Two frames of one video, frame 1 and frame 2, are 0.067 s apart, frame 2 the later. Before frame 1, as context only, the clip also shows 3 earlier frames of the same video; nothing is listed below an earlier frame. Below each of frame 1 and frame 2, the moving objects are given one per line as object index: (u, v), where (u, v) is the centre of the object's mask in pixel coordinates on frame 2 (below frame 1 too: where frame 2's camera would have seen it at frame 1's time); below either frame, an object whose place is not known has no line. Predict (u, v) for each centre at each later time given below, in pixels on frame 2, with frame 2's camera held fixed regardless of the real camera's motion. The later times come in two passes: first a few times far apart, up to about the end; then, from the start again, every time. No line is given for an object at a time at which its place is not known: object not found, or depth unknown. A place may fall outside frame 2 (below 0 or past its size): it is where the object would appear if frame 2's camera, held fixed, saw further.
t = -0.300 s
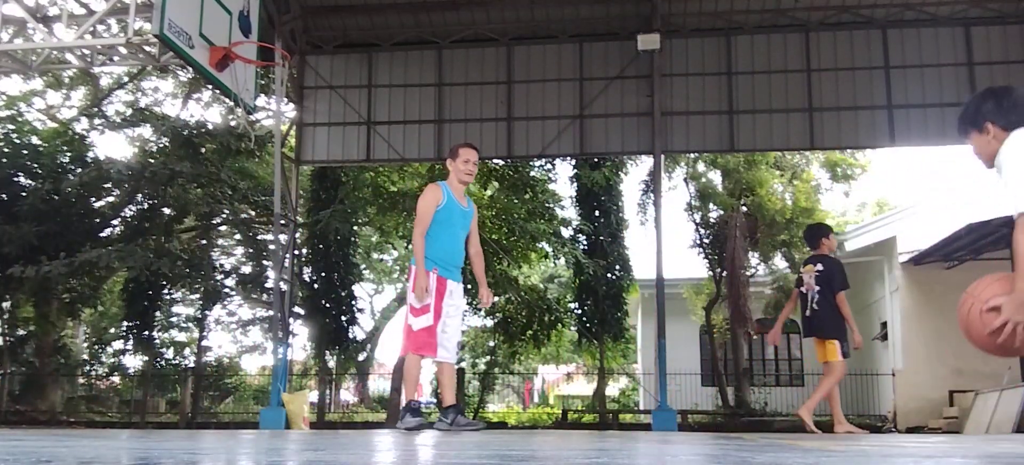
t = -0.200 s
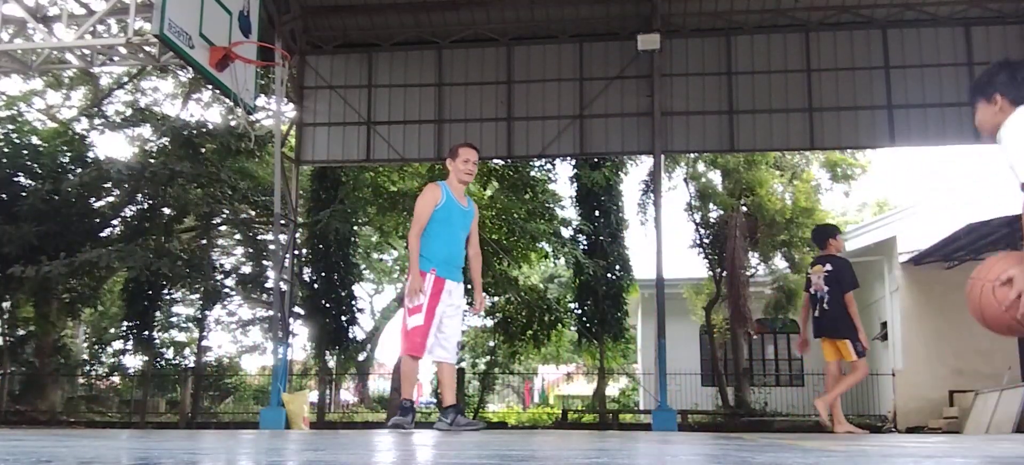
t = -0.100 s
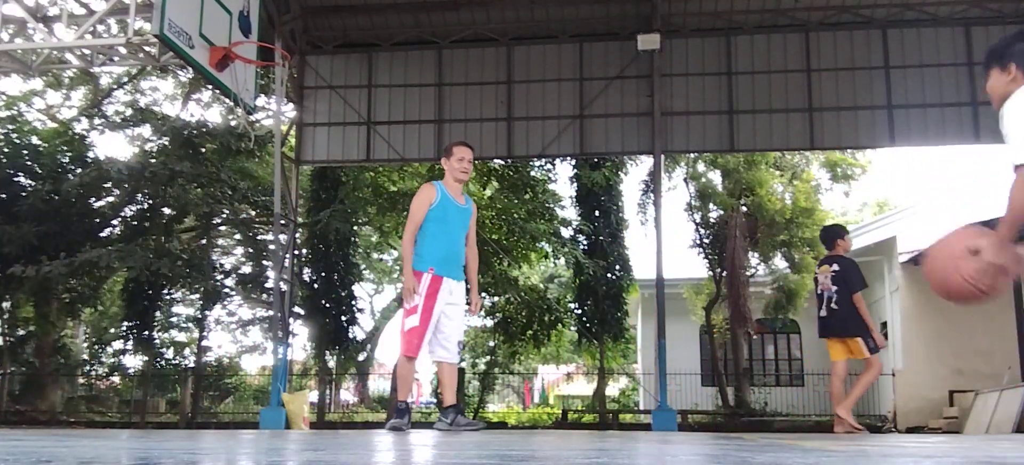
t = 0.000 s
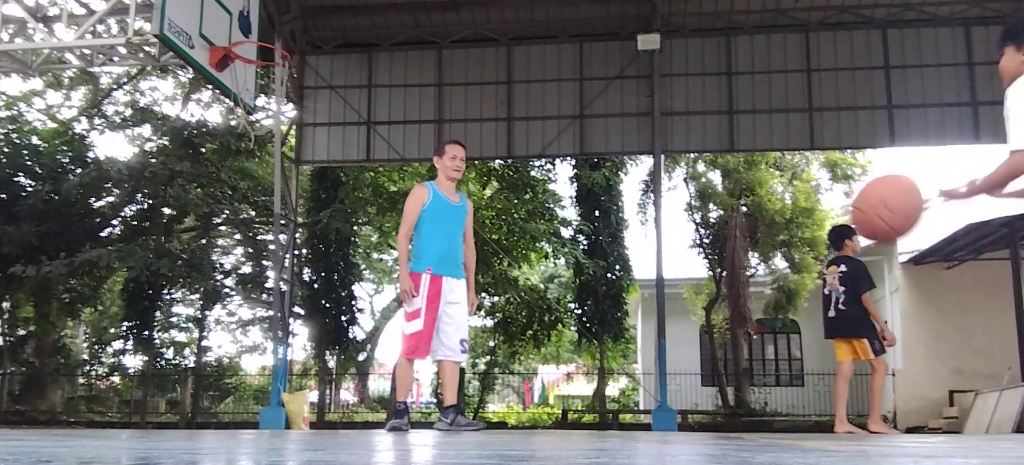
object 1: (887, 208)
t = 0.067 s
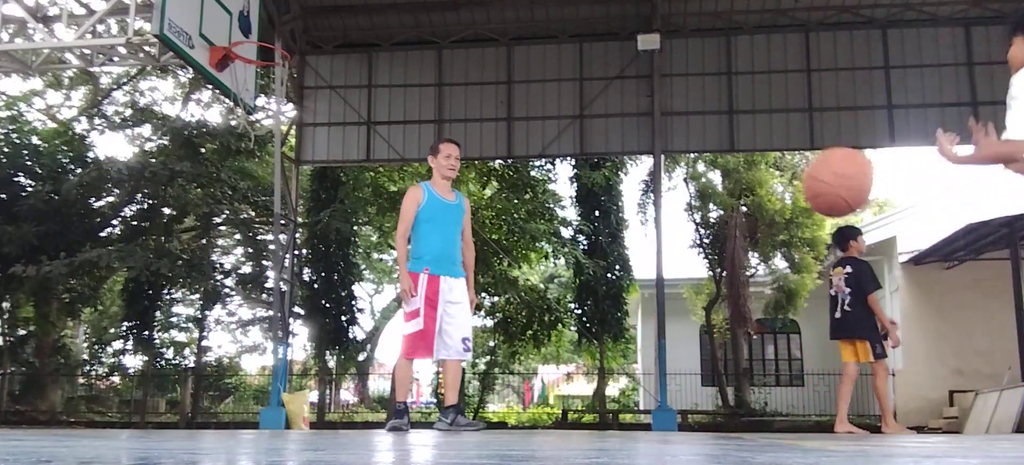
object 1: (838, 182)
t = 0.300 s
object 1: (710, 196)
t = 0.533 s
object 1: (607, 330)
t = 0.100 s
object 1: (817, 175)
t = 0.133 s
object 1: (797, 171)
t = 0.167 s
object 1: (777, 171)
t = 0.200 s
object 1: (758, 173)
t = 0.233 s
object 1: (741, 179)
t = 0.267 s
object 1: (725, 186)
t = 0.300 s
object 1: (710, 196)
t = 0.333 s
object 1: (694, 208)
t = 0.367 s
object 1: (678, 223)
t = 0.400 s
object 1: (661, 242)
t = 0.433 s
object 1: (645, 263)
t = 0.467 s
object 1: (632, 284)
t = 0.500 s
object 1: (619, 305)
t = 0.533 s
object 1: (607, 330)
